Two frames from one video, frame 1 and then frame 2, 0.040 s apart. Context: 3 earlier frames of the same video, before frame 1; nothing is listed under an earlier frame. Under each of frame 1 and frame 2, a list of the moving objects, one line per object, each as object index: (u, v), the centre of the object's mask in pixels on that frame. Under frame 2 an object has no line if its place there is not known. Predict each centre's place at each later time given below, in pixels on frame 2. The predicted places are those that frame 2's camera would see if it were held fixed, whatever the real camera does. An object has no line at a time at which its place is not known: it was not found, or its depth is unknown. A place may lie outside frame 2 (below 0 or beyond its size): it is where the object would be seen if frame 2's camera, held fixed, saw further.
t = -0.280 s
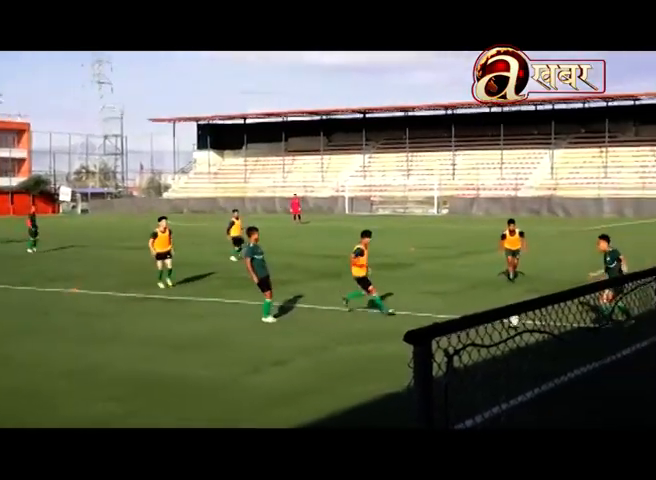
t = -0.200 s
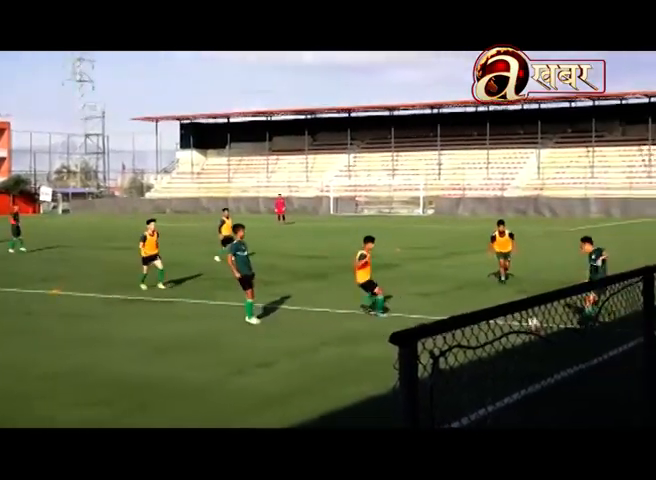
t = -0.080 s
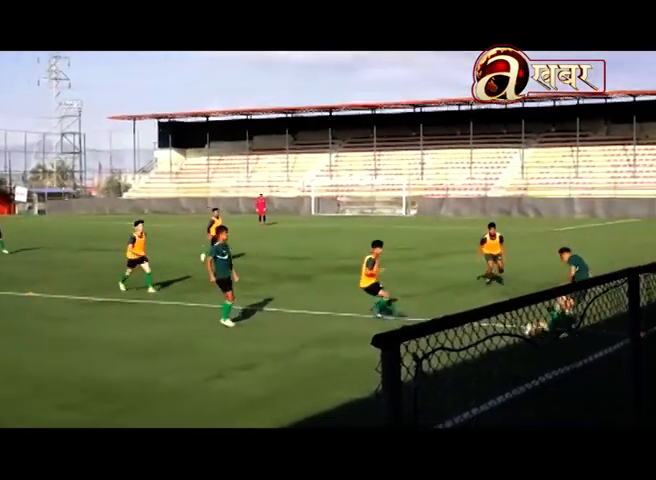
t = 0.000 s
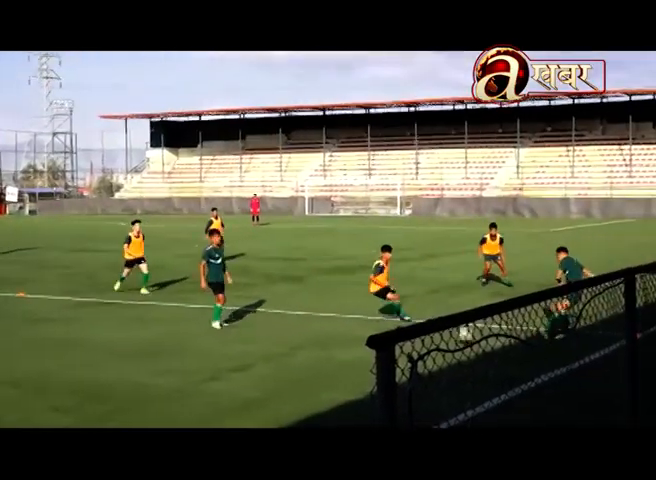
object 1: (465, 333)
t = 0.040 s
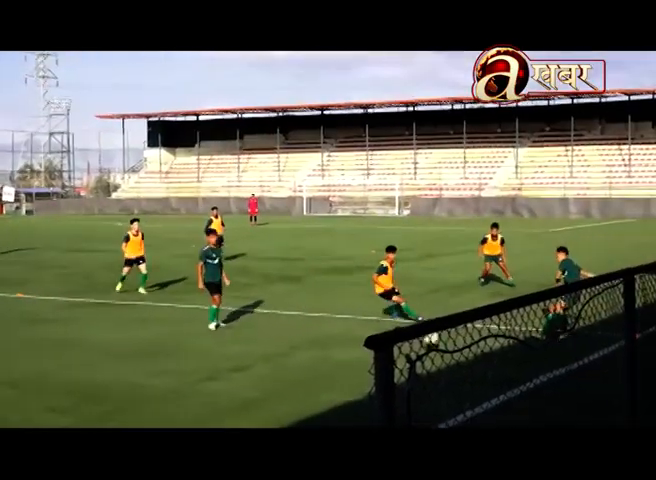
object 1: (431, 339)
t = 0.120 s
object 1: (361, 350)
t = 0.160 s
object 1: (325, 357)
